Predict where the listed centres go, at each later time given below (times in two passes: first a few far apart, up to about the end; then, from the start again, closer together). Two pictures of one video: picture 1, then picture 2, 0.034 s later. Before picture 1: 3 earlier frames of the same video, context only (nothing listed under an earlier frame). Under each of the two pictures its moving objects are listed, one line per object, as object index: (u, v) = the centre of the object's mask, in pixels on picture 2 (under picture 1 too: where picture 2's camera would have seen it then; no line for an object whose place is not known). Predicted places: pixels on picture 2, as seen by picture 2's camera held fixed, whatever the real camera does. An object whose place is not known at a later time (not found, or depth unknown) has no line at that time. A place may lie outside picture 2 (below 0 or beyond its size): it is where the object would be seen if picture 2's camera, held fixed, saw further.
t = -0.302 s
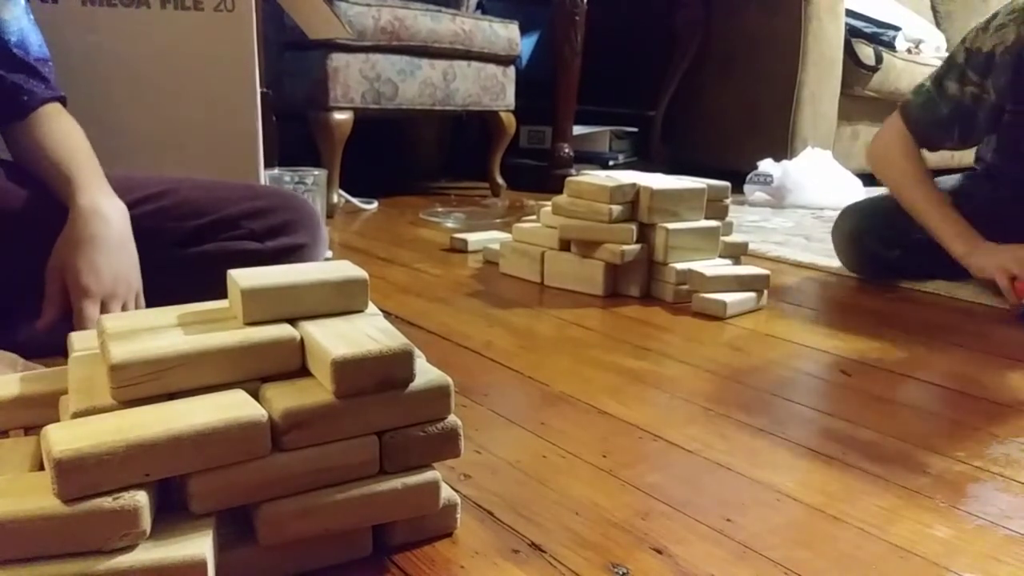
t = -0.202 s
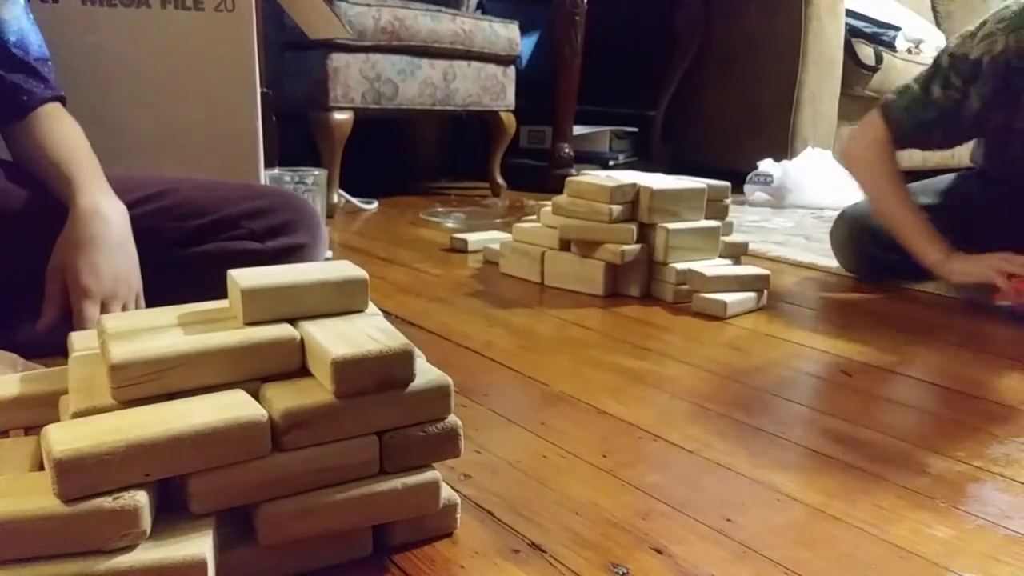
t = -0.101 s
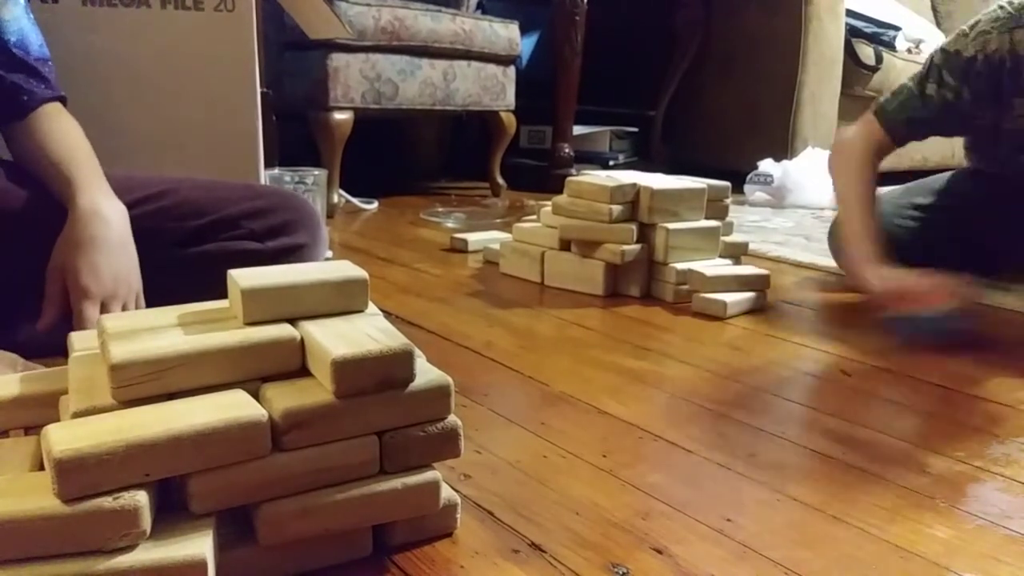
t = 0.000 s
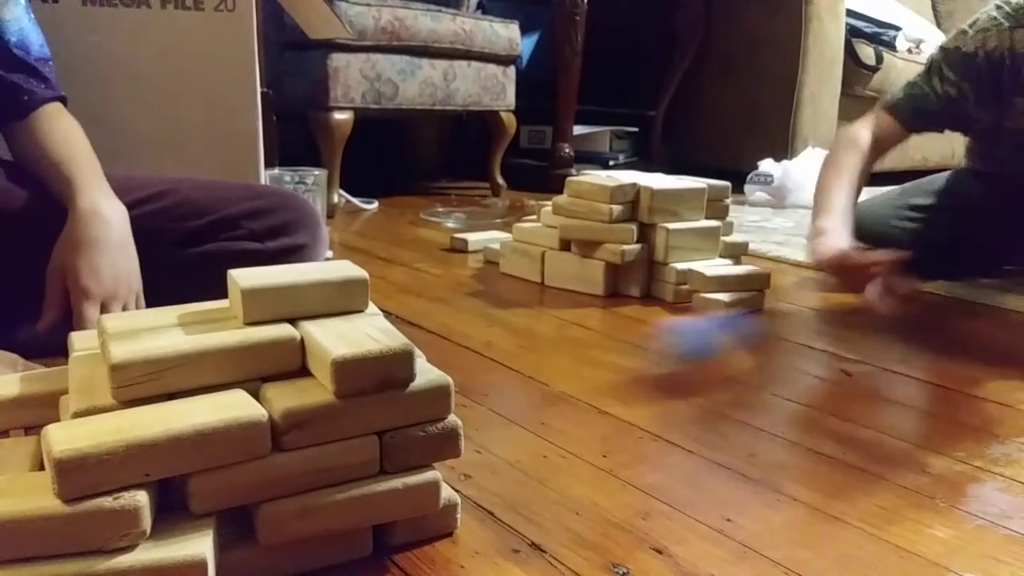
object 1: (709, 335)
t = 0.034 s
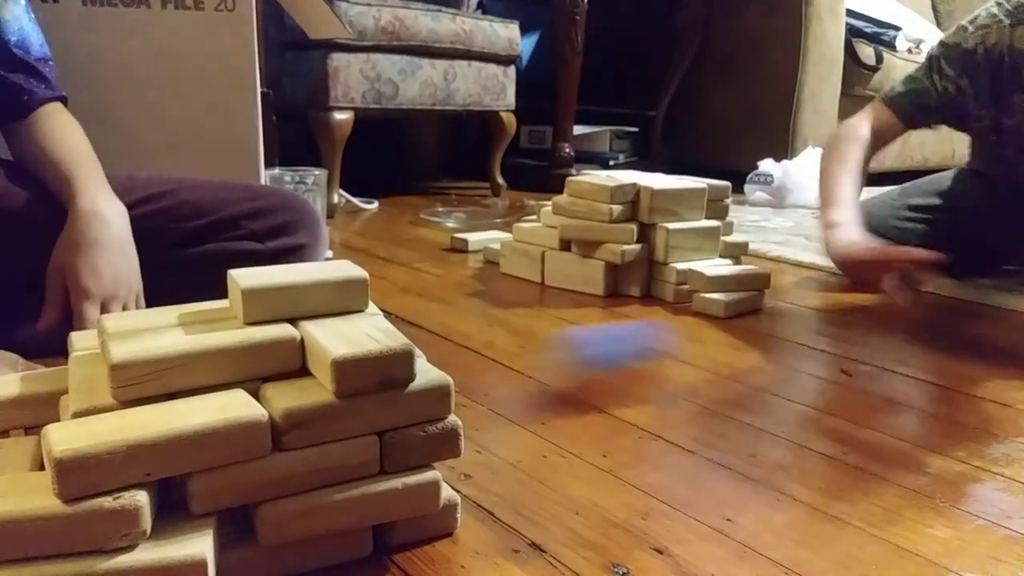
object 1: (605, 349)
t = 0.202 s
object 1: (445, 354)
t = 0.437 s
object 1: (478, 347)
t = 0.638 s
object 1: (502, 330)
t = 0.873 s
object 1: (528, 314)
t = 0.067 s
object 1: (511, 355)
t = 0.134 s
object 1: (433, 353)
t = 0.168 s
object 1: (439, 353)
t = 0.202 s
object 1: (445, 354)
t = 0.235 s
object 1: (451, 354)
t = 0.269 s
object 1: (455, 354)
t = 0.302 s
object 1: (459, 352)
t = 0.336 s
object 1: (464, 351)
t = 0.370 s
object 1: (469, 350)
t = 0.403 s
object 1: (474, 349)
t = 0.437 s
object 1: (478, 347)
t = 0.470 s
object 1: (481, 345)
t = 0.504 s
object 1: (486, 340)
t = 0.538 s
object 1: (491, 337)
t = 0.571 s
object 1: (495, 335)
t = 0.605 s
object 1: (498, 332)
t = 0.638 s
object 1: (502, 330)
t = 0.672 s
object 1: (506, 327)
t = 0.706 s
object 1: (510, 324)
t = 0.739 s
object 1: (513, 322)
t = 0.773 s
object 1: (517, 320)
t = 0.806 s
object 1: (521, 318)
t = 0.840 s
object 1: (525, 316)
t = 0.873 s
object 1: (528, 314)
